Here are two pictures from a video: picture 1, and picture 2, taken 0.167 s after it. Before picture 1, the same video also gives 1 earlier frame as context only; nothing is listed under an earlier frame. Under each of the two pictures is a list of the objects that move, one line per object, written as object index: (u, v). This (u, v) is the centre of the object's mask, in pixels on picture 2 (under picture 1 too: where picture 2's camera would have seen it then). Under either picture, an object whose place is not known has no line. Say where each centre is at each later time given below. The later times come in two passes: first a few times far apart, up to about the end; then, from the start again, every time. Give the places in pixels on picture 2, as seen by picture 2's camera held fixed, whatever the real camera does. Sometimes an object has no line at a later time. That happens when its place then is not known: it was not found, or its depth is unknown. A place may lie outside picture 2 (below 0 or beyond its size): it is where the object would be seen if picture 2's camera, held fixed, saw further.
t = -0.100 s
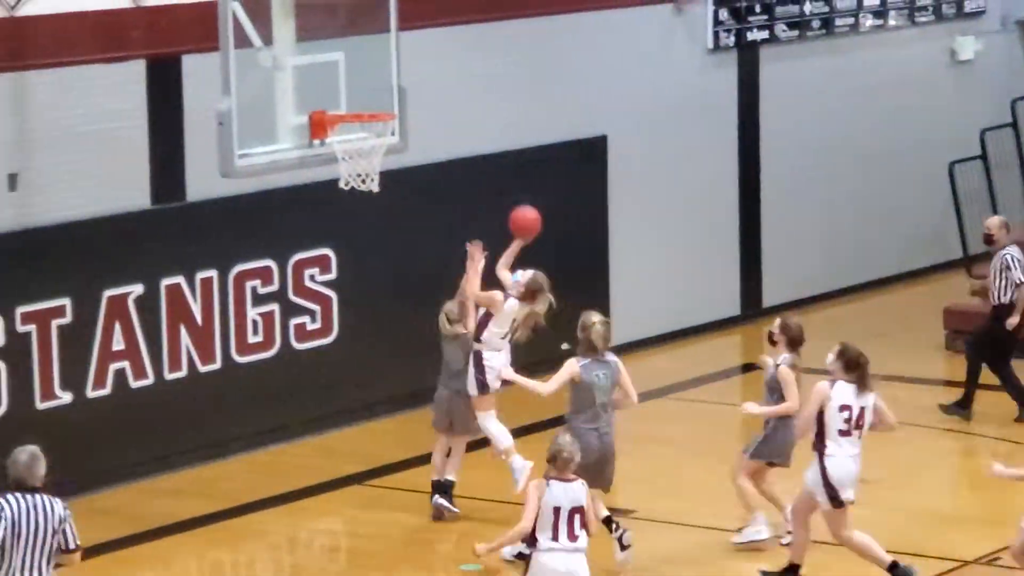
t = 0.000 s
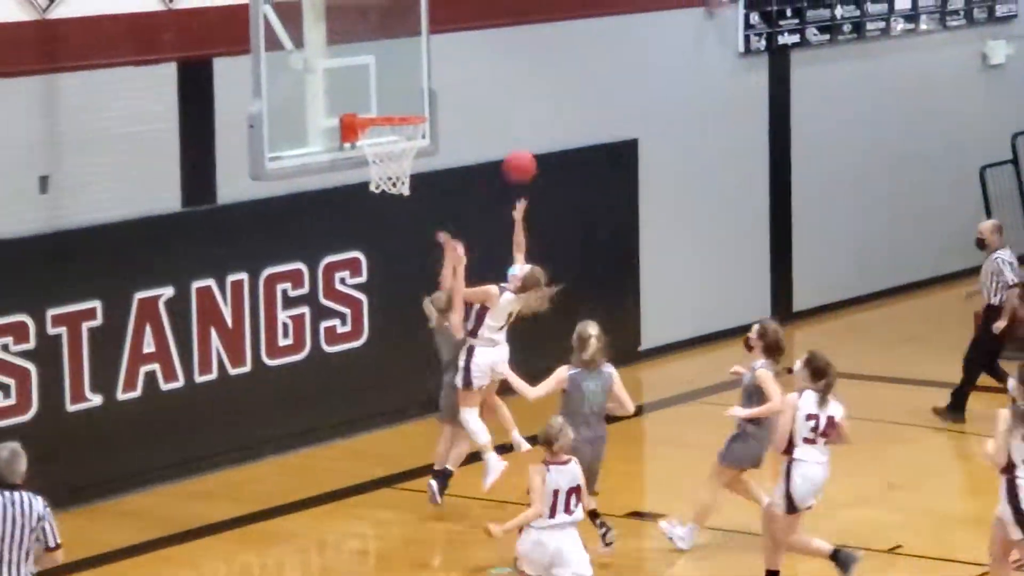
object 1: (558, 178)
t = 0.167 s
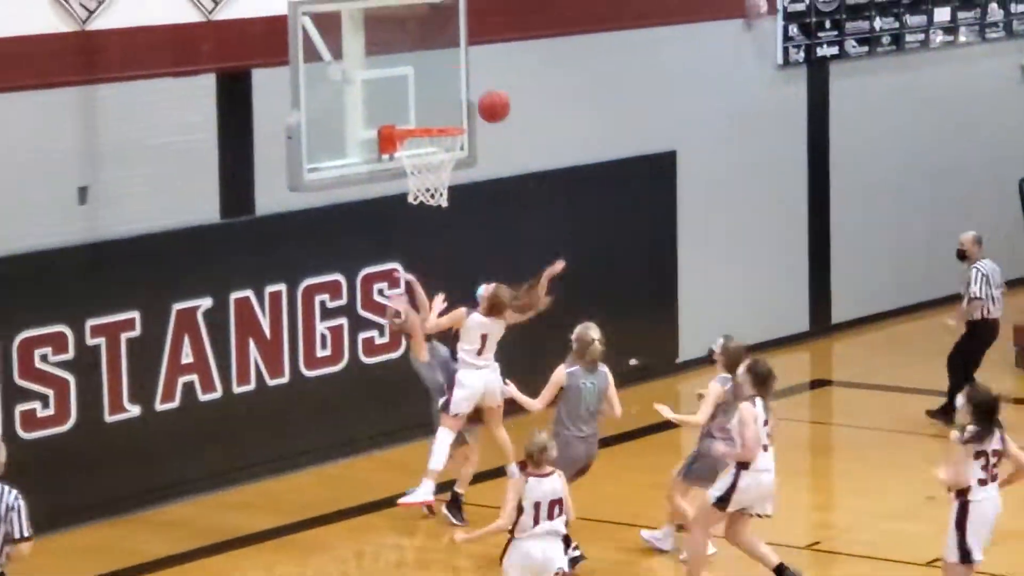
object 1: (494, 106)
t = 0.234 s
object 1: (468, 90)
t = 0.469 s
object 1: (420, 80)
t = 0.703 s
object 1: (431, 144)
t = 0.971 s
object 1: (451, 180)
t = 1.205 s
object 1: (444, 245)
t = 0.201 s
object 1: (481, 98)
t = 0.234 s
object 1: (468, 90)
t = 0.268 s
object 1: (455, 83)
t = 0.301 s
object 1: (443, 78)
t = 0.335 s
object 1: (430, 74)
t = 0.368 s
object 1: (419, 73)
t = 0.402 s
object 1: (420, 74)
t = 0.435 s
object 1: (420, 76)
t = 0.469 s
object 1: (420, 80)
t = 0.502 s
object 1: (421, 85)
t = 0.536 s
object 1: (422, 93)
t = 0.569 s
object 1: (422, 102)
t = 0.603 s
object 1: (423, 112)
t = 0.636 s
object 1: (423, 121)
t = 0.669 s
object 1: (426, 135)
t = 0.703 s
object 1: (431, 144)
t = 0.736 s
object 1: (438, 153)
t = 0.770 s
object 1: (443, 162)
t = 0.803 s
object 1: (448, 170)
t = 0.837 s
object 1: (450, 174)
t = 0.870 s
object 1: (452, 176)
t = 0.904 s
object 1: (452, 176)
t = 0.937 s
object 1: (452, 178)
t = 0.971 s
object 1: (451, 180)
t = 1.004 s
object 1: (449, 185)
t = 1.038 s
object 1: (448, 198)
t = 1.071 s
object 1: (447, 203)
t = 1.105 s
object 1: (446, 210)
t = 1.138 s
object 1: (445, 219)
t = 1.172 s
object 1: (444, 231)
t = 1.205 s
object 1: (444, 245)
